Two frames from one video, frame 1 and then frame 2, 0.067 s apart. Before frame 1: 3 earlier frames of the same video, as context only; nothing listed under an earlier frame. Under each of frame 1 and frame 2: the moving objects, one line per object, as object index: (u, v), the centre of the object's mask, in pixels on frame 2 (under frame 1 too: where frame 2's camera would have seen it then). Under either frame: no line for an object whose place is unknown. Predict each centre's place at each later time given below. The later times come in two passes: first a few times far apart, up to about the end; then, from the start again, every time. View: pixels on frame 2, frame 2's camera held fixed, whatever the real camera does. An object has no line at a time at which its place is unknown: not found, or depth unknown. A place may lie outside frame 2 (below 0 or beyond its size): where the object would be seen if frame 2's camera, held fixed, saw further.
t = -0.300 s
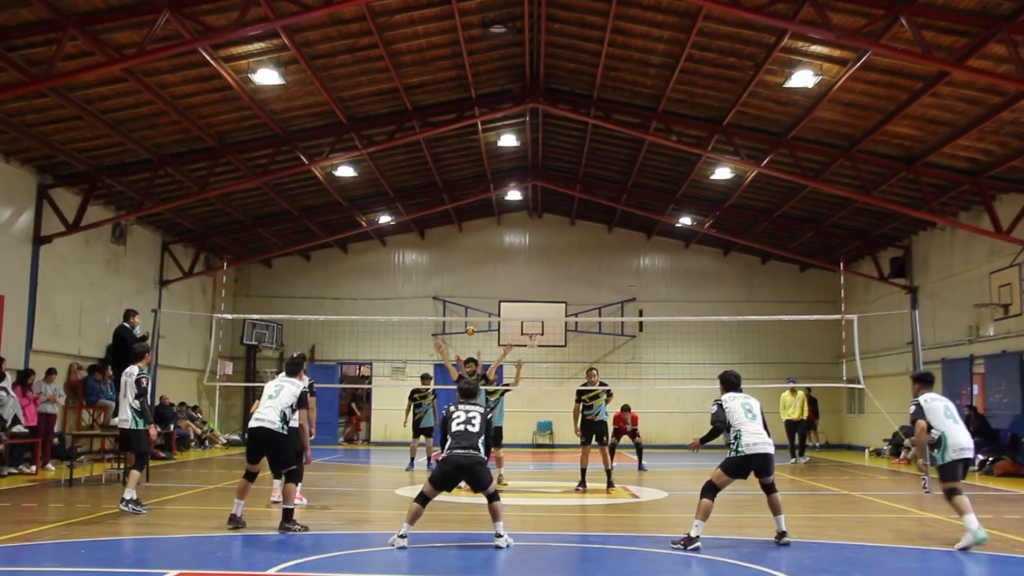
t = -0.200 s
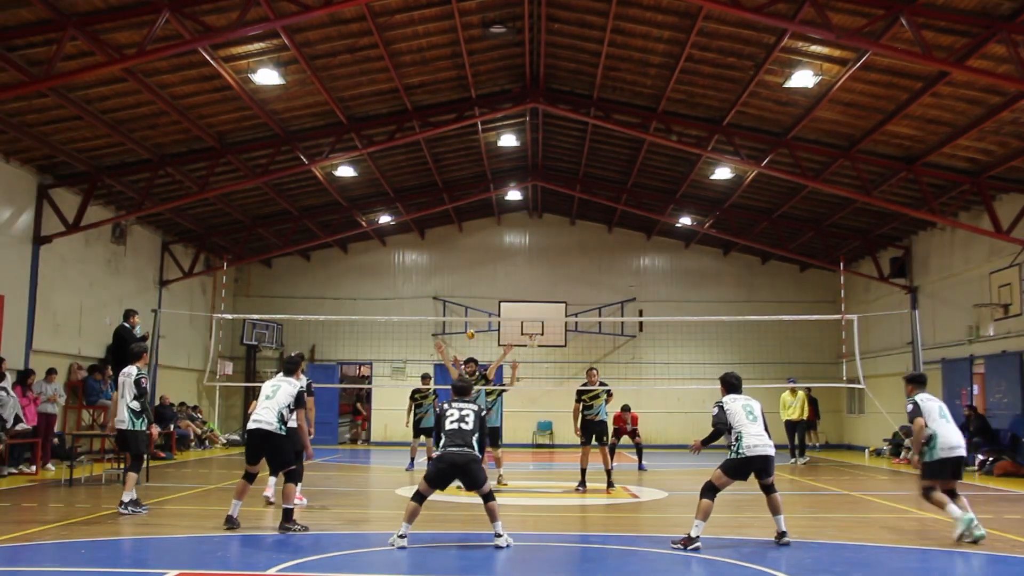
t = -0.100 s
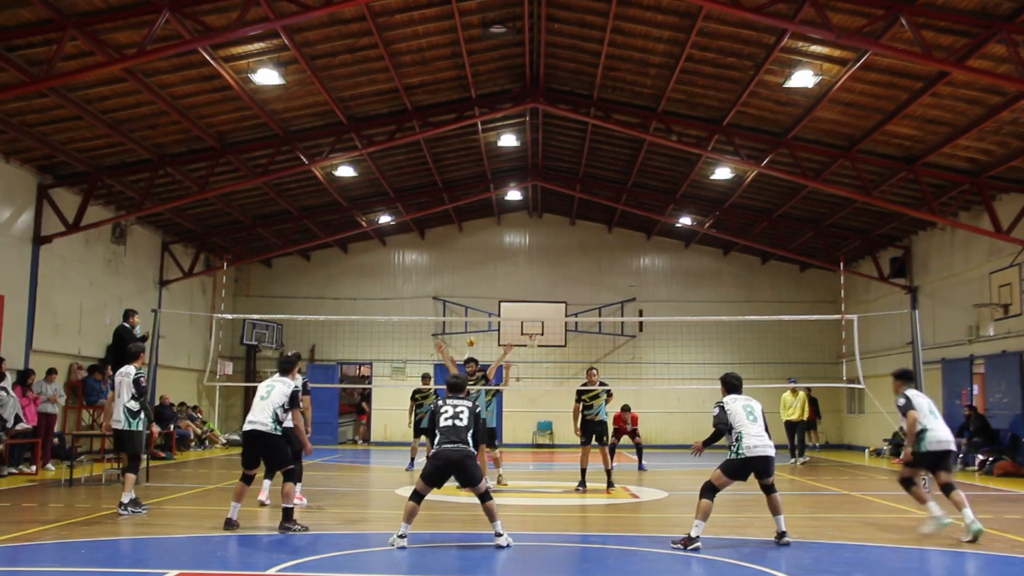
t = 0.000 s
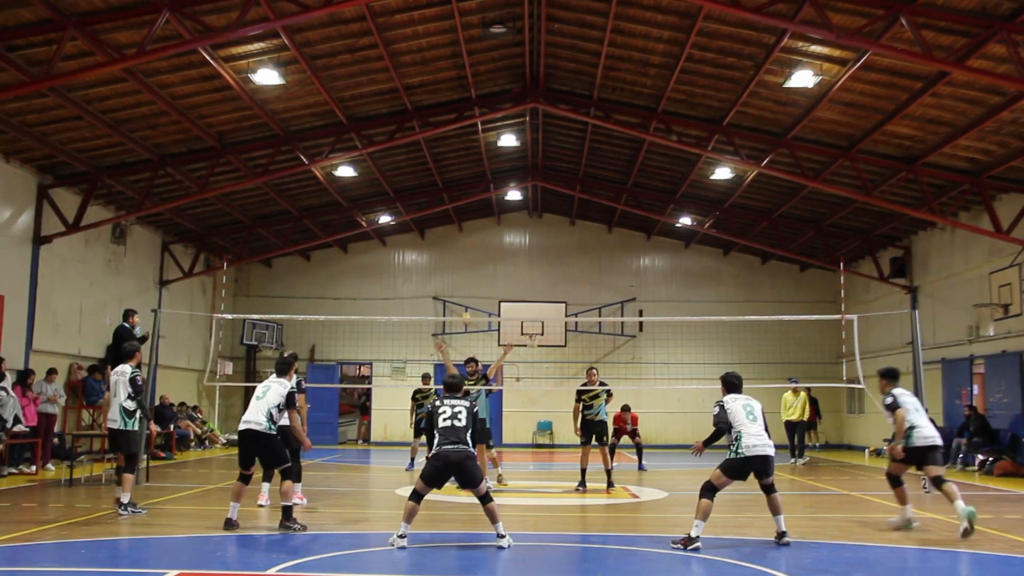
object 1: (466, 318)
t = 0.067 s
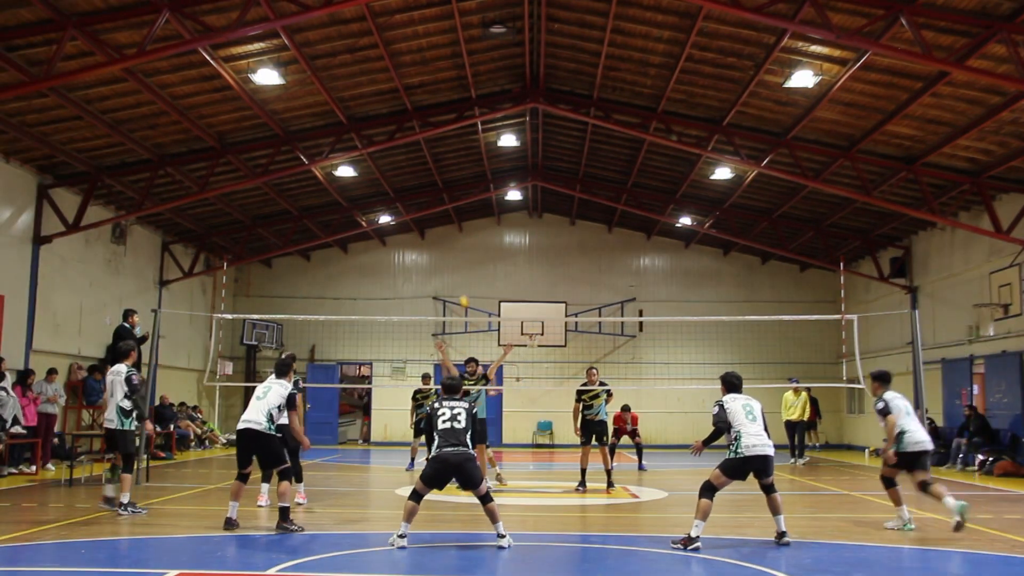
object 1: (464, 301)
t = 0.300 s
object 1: (448, 252)
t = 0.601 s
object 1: (418, 221)
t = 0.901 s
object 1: (374, 242)
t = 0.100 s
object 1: (462, 293)
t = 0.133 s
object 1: (459, 285)
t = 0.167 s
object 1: (457, 278)
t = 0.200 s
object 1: (455, 271)
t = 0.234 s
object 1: (453, 264)
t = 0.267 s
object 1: (451, 258)
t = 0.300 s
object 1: (448, 252)
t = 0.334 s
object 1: (445, 246)
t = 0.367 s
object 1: (442, 242)
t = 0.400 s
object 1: (440, 237)
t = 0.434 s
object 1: (436, 233)
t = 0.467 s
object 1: (433, 230)
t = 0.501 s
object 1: (429, 227)
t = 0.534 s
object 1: (426, 225)
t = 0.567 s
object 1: (422, 223)
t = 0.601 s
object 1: (418, 221)
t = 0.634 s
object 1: (413, 221)
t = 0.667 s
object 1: (409, 221)
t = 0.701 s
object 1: (405, 221)
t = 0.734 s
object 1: (400, 223)
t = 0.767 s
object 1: (395, 225)
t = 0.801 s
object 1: (389, 229)
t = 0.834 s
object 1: (384, 232)
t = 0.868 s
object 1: (379, 237)
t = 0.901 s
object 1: (374, 242)
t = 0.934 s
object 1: (367, 248)
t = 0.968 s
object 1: (360, 255)
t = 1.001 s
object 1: (353, 265)
